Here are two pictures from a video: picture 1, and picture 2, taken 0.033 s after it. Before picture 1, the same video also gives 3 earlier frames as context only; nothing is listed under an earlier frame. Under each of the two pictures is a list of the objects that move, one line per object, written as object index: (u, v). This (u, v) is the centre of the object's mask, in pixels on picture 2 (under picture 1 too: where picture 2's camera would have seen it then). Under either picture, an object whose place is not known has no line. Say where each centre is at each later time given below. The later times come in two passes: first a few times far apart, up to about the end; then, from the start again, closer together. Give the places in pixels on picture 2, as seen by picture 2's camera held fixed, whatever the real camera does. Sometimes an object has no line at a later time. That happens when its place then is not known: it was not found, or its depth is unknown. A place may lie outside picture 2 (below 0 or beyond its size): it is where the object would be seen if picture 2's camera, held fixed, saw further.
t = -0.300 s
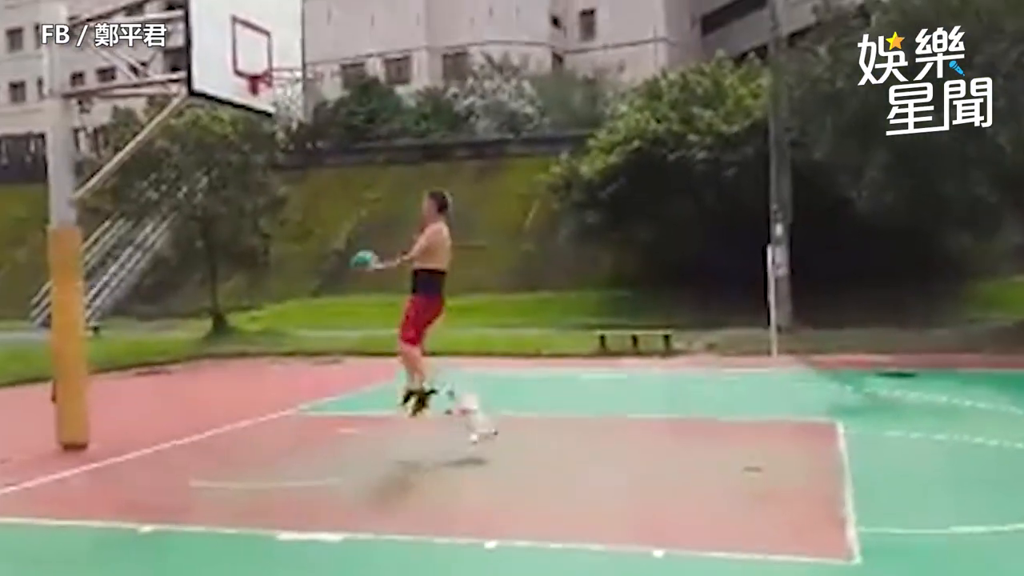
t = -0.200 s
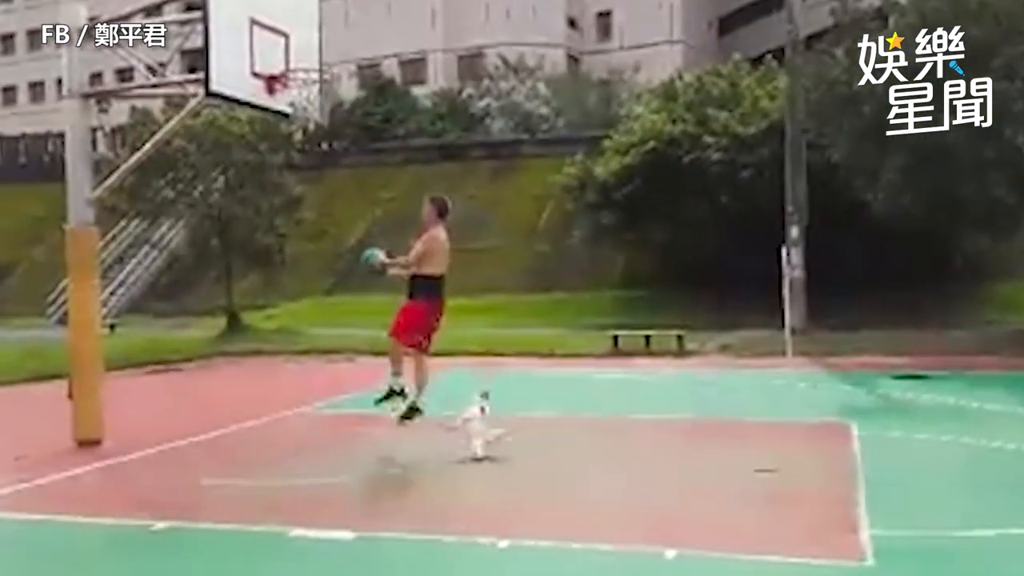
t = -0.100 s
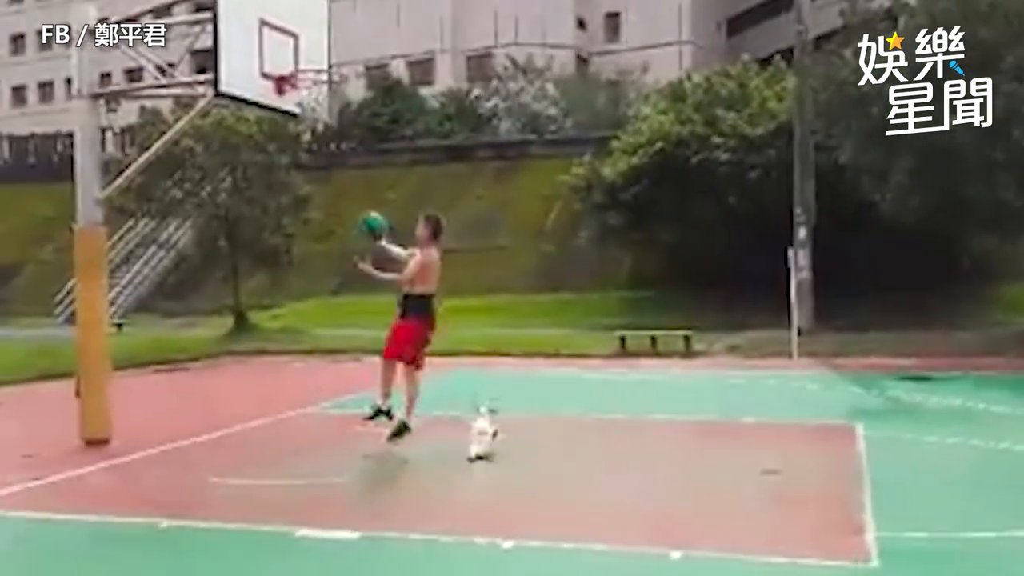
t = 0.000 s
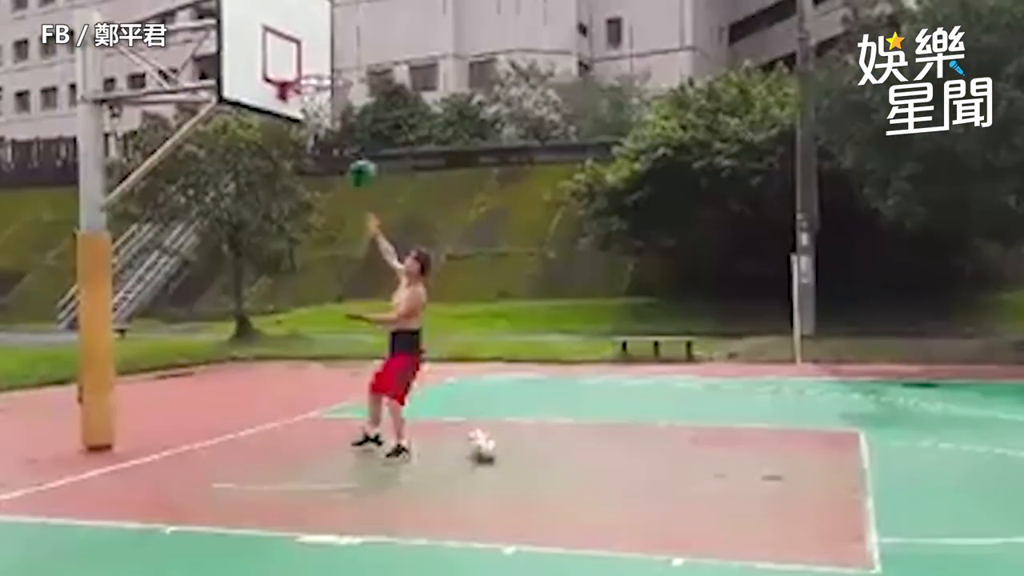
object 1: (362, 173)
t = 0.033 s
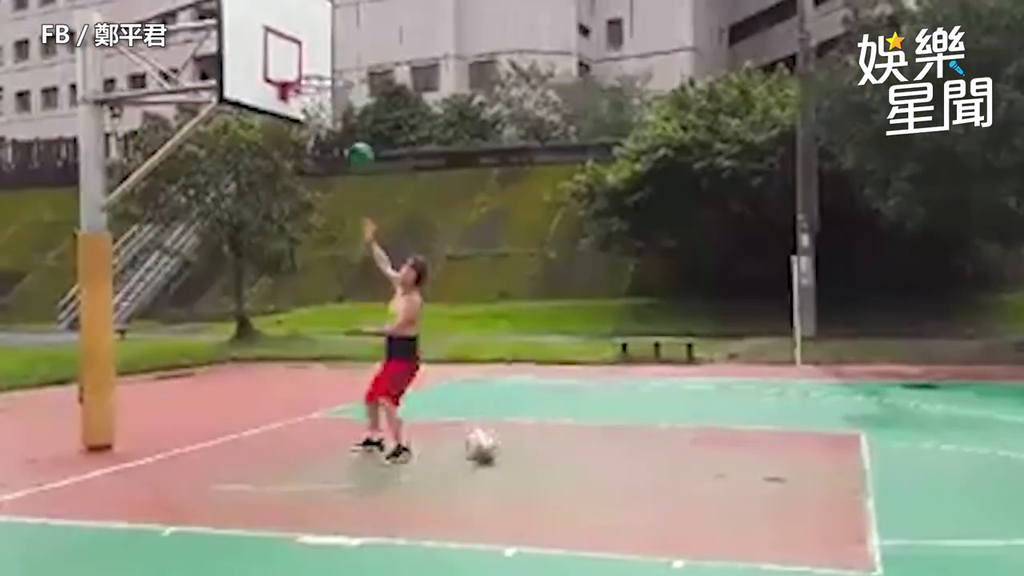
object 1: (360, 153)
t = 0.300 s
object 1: (323, 58)
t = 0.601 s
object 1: (315, 39)
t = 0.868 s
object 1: (329, 105)
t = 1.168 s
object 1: (347, 222)
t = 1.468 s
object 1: (360, 434)
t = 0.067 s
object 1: (357, 139)
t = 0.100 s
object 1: (356, 125)
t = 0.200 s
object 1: (332, 86)
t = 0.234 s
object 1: (333, 75)
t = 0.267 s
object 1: (328, 66)
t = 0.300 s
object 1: (323, 58)
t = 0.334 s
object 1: (319, 52)
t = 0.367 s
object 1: (315, 46)
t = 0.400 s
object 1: (310, 42)
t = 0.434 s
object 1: (309, 39)
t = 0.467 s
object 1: (310, 36)
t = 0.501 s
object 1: (311, 36)
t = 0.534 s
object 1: (312, 36)
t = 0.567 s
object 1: (313, 37)
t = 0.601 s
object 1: (315, 39)
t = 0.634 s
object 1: (316, 43)
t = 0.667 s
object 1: (318, 48)
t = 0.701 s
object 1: (318, 56)
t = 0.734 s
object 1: (319, 64)
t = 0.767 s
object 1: (320, 75)
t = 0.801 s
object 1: (323, 85)
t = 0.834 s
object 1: (324, 96)
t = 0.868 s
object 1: (329, 105)
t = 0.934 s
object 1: (337, 127)
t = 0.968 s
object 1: (340, 132)
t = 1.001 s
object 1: (340, 141)
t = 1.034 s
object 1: (341, 157)
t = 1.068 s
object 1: (341, 173)
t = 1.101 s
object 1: (343, 190)
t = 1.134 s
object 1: (344, 205)
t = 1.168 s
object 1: (347, 222)
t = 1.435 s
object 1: (359, 407)
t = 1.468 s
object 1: (360, 434)
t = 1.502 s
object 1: (360, 414)
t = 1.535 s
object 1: (360, 392)
